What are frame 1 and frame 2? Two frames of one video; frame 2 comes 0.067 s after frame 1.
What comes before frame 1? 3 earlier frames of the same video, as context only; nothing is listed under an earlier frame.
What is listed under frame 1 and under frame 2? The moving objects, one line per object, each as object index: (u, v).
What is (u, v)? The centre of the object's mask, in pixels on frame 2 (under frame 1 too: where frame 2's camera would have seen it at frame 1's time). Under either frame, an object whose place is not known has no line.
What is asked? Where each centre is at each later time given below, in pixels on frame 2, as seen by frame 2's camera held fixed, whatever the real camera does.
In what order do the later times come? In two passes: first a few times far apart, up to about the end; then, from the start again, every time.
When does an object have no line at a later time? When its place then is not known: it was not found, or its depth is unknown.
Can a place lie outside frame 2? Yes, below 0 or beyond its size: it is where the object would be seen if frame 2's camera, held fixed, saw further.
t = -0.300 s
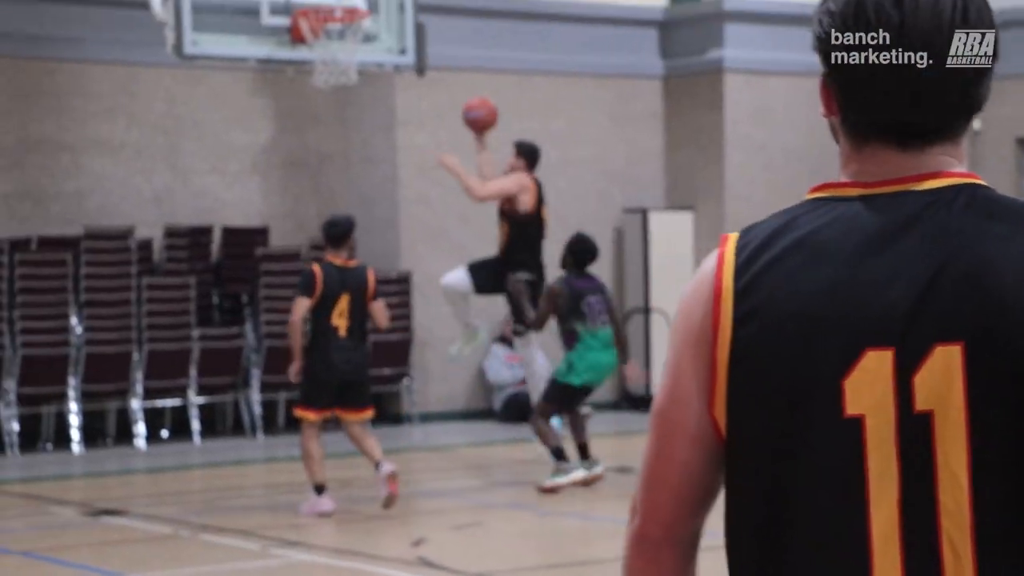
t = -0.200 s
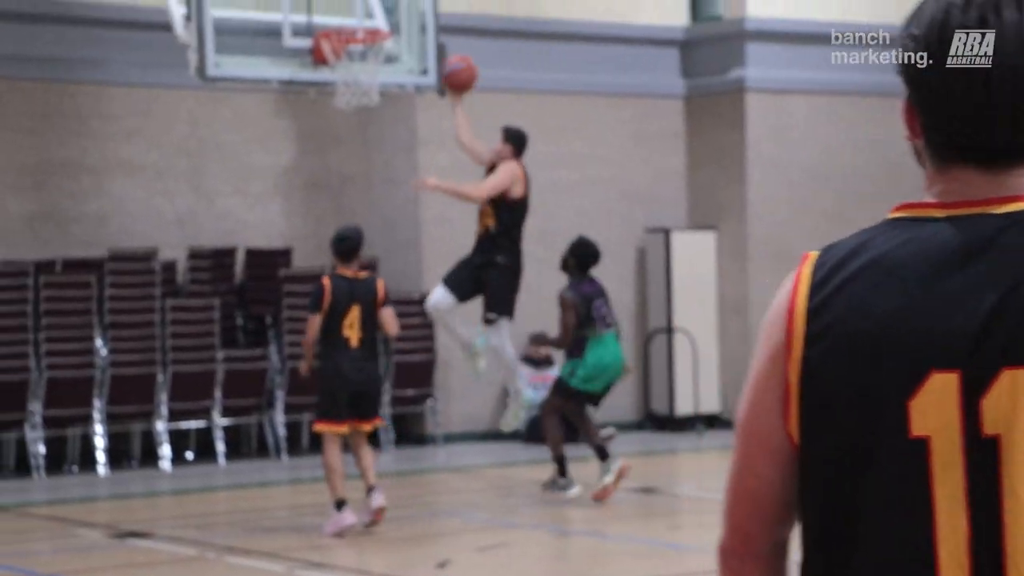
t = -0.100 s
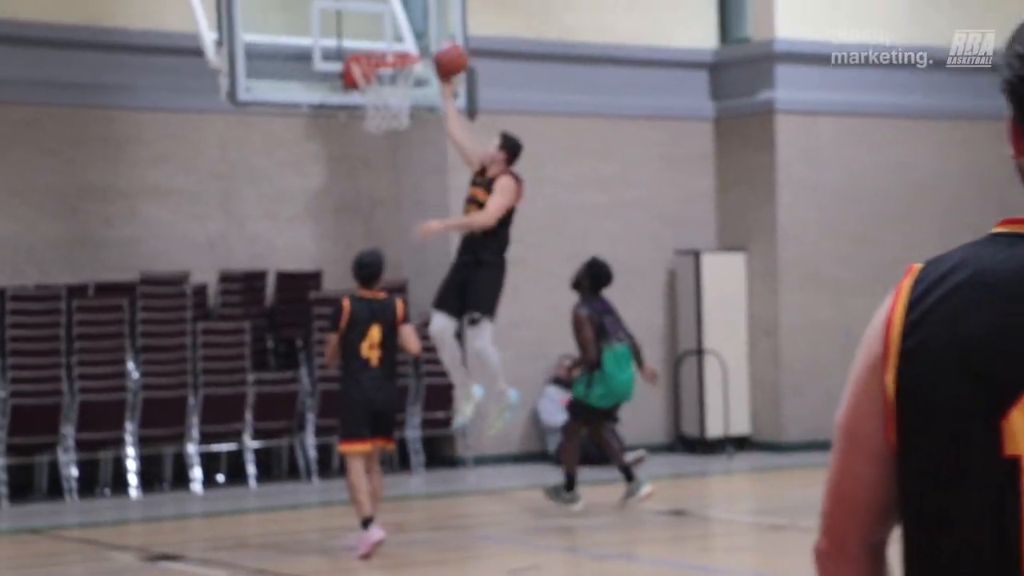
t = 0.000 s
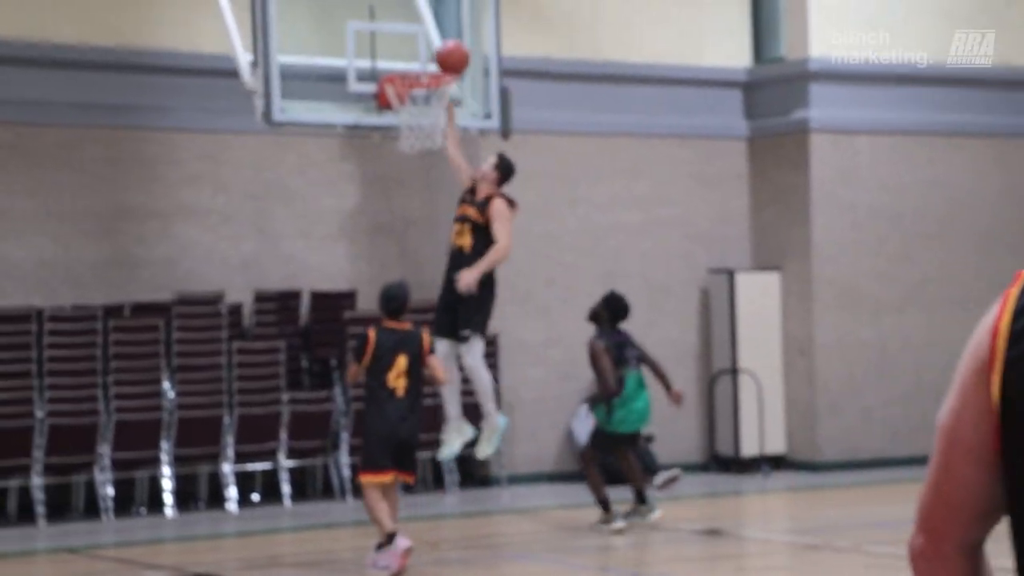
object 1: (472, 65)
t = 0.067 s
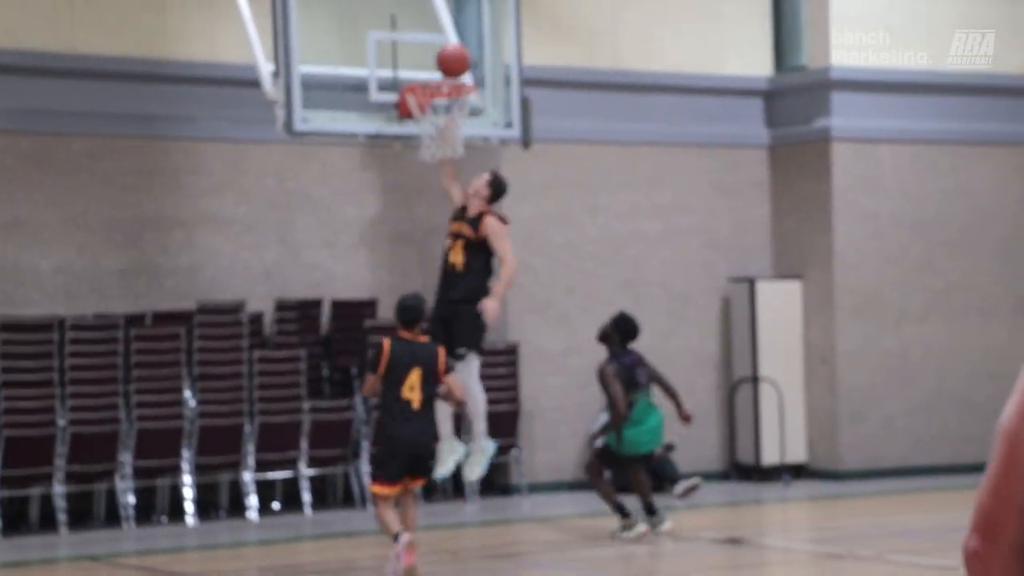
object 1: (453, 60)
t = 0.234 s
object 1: (453, 61)
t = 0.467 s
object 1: (456, 123)
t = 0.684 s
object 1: (447, 188)
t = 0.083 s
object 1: (450, 58)
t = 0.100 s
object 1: (450, 58)
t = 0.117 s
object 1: (451, 57)
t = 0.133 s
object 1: (451, 56)
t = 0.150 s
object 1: (451, 57)
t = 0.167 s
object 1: (451, 57)
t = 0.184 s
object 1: (452, 57)
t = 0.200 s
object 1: (452, 58)
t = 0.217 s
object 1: (452, 59)
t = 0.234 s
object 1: (453, 61)
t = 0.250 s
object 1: (453, 64)
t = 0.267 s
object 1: (454, 66)
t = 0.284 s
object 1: (454, 68)
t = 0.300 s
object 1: (454, 70)
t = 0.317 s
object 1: (455, 74)
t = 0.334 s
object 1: (454, 82)
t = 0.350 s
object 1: (455, 87)
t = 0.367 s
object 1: (456, 92)
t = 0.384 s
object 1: (458, 99)
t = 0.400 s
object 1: (458, 102)
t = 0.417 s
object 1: (456, 108)
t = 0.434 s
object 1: (456, 114)
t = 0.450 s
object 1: (458, 121)
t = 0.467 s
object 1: (456, 123)
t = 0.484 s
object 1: (455, 127)
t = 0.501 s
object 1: (454, 129)
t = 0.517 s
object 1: (453, 133)
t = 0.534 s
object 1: (453, 137)
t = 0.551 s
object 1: (453, 147)
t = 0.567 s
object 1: (452, 150)
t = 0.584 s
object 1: (451, 153)
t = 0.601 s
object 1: (450, 157)
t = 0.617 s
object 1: (449, 161)
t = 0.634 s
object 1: (449, 167)
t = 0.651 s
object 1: (448, 174)
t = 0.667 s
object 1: (447, 181)
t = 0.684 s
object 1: (447, 188)
